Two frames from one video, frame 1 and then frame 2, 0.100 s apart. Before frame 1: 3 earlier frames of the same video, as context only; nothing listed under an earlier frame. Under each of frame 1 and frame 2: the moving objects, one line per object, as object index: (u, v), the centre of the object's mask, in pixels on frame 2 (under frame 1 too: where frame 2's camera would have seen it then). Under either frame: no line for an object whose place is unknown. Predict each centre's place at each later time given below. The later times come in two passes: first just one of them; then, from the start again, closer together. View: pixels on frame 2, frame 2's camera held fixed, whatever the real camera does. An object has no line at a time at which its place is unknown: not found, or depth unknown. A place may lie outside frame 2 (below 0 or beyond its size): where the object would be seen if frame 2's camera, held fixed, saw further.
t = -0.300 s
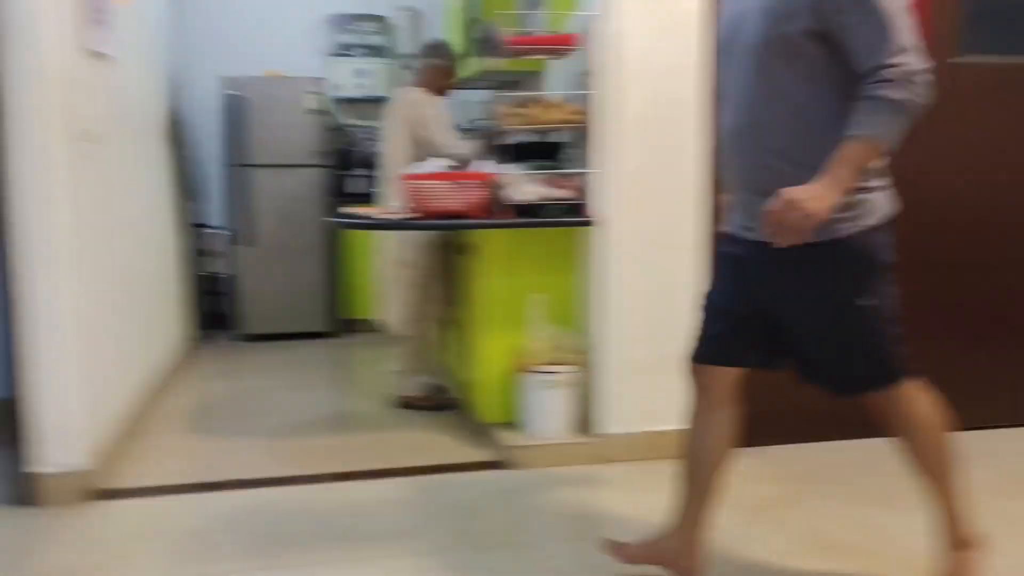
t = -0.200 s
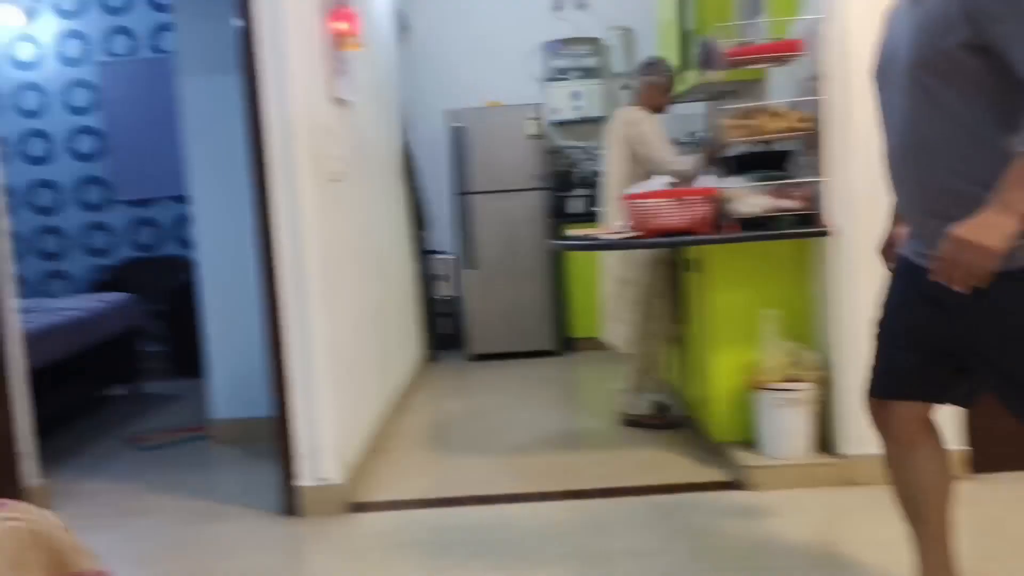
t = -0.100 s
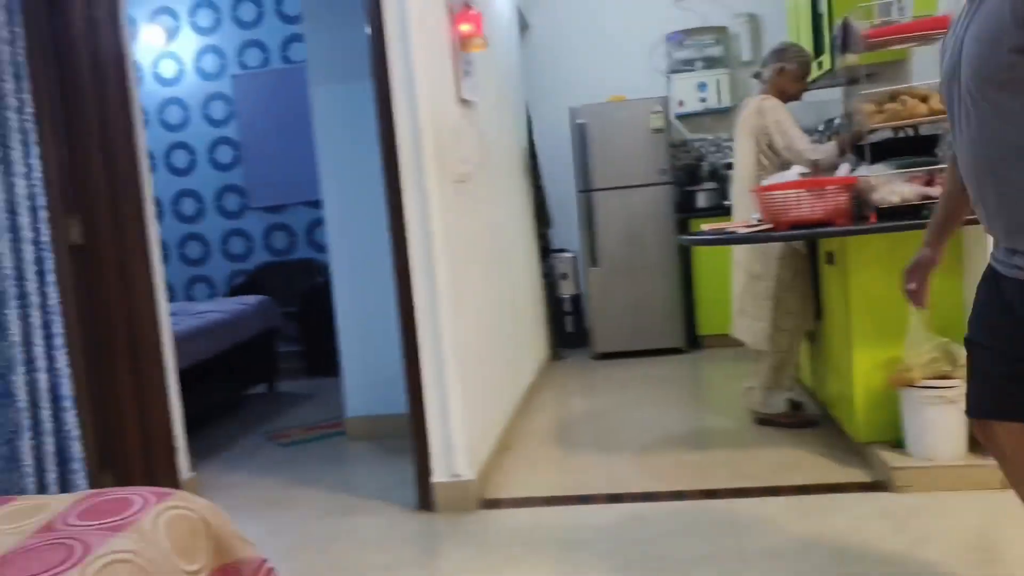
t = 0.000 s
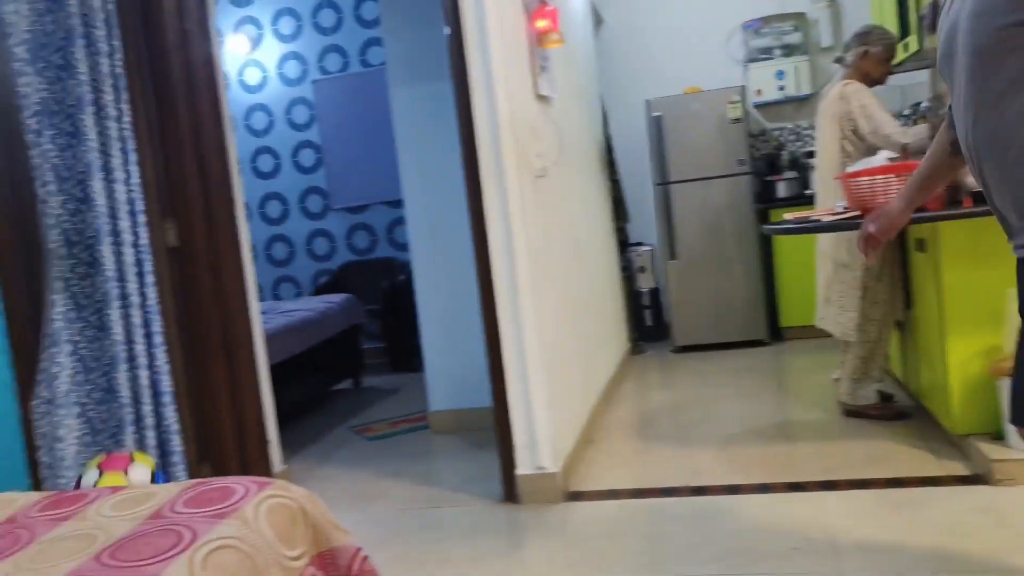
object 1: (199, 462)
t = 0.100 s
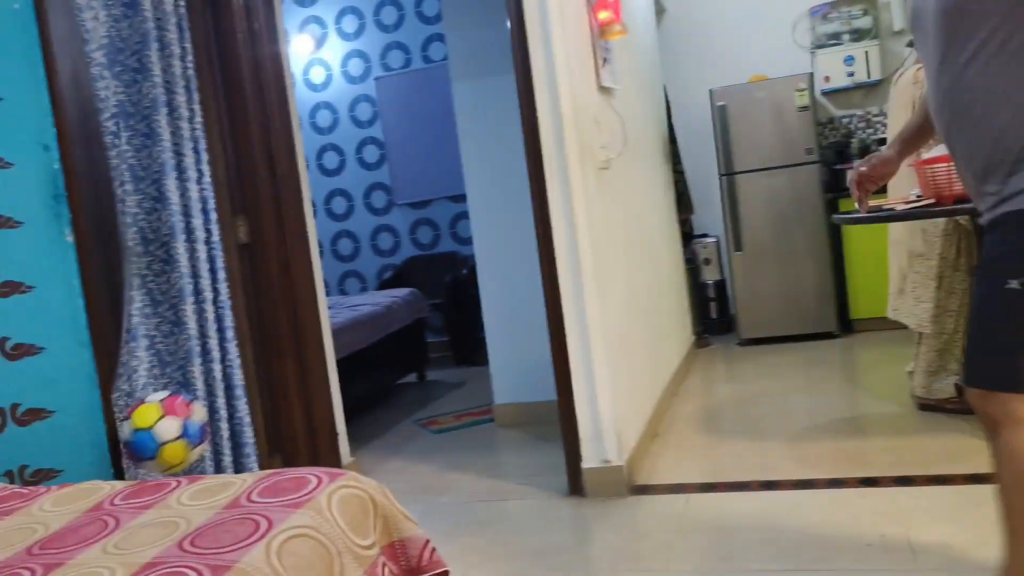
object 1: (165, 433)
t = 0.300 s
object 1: (287, 407)
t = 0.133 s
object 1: (184, 420)
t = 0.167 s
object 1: (204, 411)
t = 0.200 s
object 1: (224, 405)
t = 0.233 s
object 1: (245, 403)
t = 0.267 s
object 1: (266, 404)
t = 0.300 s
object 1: (287, 407)
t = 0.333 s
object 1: (306, 414)
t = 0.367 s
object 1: (326, 424)
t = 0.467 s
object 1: (387, 462)
